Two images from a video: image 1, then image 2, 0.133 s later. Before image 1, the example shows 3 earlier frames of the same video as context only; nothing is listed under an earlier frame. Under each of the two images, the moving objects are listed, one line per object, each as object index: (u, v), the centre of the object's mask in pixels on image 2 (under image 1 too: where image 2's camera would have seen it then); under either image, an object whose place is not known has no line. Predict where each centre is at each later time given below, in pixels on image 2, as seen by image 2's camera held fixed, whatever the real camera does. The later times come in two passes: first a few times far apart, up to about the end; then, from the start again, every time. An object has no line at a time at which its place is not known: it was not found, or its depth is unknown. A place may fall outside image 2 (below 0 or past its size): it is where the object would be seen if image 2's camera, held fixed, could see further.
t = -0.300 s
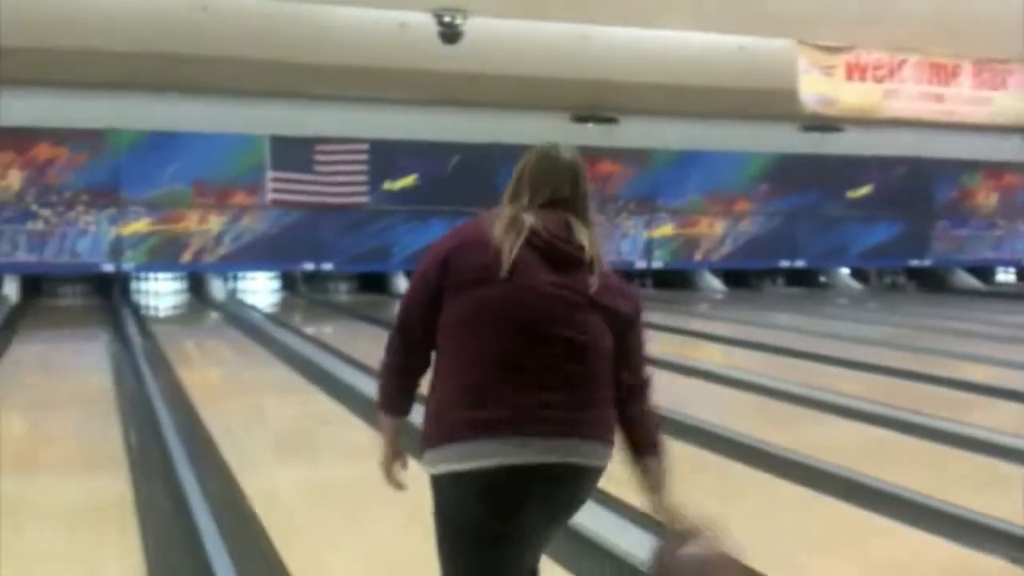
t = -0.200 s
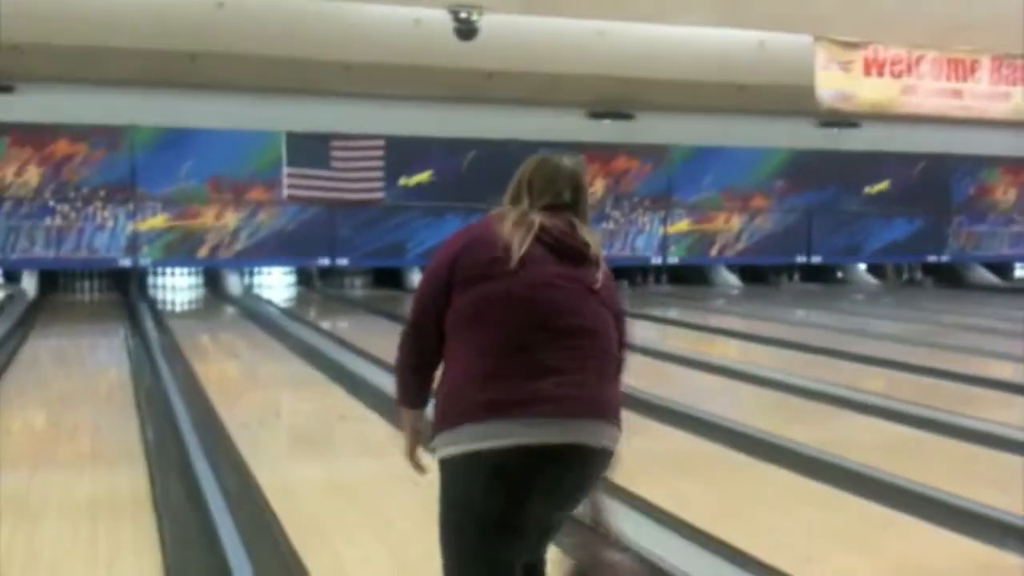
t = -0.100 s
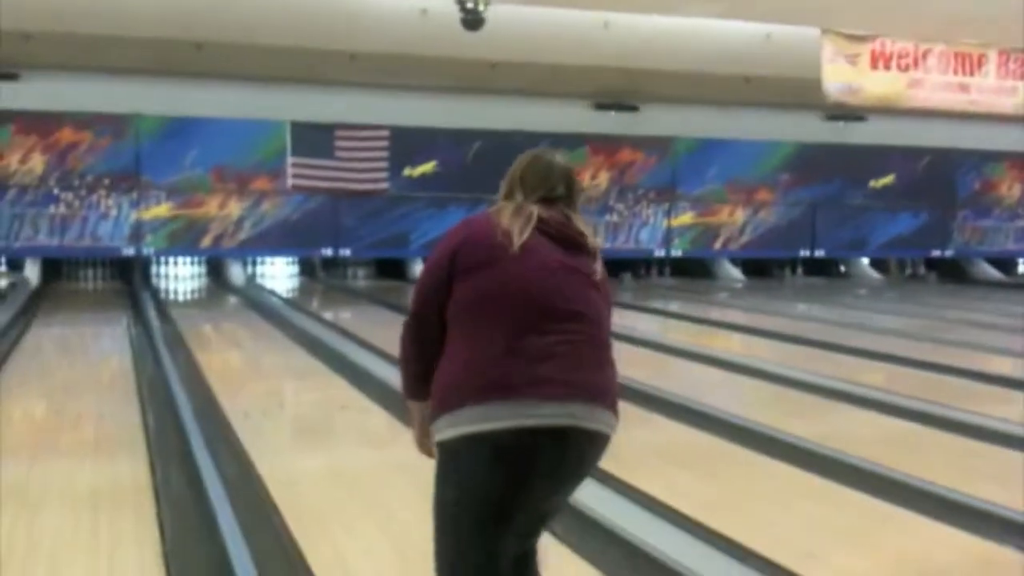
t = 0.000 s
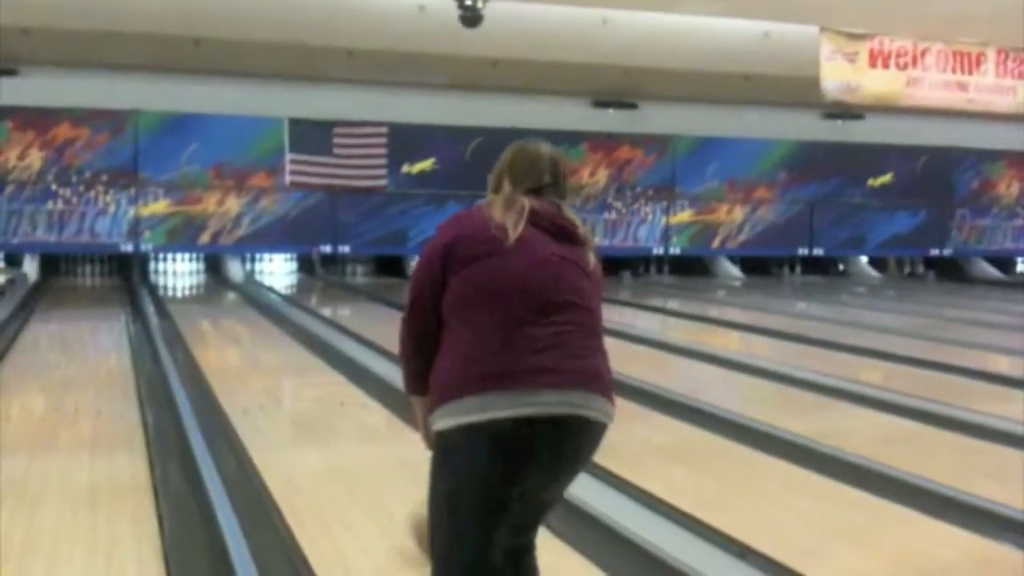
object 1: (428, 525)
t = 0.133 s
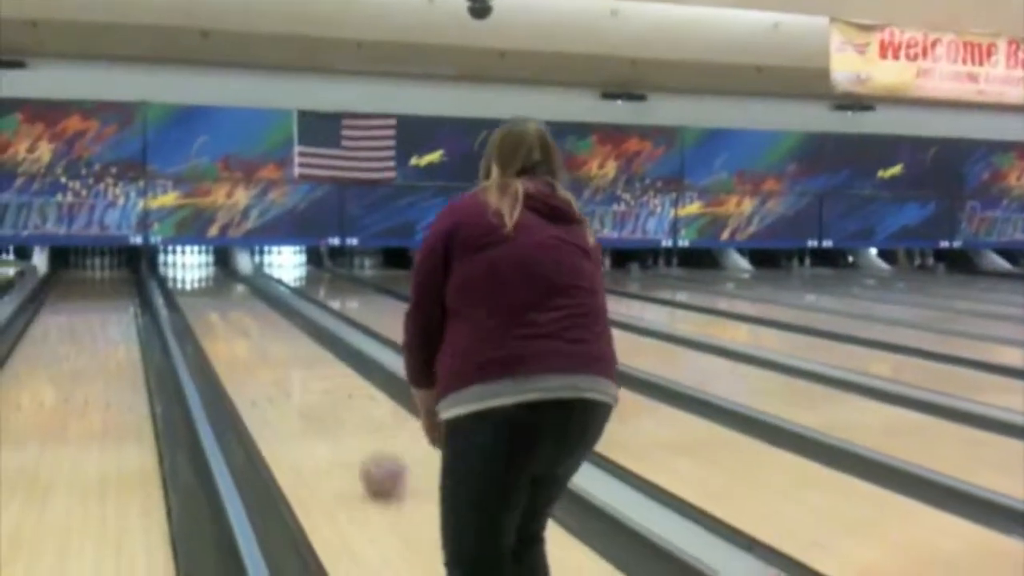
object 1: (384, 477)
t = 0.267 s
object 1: (339, 439)
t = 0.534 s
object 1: (275, 388)
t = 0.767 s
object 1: (238, 360)
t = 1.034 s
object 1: (210, 335)
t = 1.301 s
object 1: (188, 315)
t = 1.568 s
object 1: (171, 305)
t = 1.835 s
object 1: (167, 297)
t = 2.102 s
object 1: (163, 288)
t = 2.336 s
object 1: (161, 285)
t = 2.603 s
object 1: (157, 278)
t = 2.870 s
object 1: (158, 273)
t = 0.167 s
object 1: (371, 466)
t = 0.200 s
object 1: (359, 458)
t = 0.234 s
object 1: (349, 448)
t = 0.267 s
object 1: (339, 439)
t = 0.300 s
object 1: (329, 431)
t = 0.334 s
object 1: (320, 426)
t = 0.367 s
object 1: (311, 418)
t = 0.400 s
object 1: (303, 410)
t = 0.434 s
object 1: (296, 405)
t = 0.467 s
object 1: (288, 399)
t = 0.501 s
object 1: (282, 395)
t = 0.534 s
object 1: (275, 388)
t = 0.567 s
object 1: (272, 386)
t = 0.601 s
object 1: (264, 381)
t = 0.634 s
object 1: (259, 378)
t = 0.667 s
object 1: (252, 373)
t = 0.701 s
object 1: (247, 366)
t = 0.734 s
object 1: (243, 363)
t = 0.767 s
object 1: (238, 360)
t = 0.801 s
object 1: (233, 355)
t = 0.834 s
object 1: (230, 351)
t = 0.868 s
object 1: (226, 348)
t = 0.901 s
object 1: (223, 346)
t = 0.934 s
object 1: (219, 343)
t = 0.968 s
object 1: (215, 339)
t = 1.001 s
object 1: (213, 336)
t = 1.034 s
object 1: (210, 335)
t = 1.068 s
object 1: (207, 332)
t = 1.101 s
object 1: (203, 330)
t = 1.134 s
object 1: (202, 328)
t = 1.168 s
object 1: (200, 326)
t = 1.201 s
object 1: (197, 323)
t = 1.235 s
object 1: (195, 321)
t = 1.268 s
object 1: (192, 319)
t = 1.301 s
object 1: (188, 315)
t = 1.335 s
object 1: (186, 313)
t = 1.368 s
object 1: (183, 311)
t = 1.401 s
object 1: (175, 310)
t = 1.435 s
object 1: (175, 311)
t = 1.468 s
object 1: (173, 309)
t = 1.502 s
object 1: (173, 309)
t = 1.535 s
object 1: (172, 306)
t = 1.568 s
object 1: (171, 305)
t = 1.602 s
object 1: (171, 303)
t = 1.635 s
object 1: (170, 302)
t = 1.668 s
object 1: (170, 301)
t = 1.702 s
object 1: (169, 300)
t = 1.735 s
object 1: (168, 299)
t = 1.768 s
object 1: (168, 298)
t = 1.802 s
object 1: (168, 298)
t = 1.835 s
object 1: (167, 297)
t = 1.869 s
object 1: (166, 296)
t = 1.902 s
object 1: (166, 294)
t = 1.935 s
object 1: (166, 293)
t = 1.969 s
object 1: (165, 292)
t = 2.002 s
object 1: (165, 292)
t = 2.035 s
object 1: (165, 291)
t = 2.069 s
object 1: (163, 289)
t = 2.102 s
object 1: (163, 288)
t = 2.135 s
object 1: (162, 288)
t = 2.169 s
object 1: (162, 288)
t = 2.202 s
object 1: (162, 287)
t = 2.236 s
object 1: (162, 286)
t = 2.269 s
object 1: (162, 286)
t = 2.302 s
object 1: (161, 286)
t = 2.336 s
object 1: (161, 285)
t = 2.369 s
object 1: (161, 286)
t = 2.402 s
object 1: (160, 284)
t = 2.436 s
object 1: (160, 284)
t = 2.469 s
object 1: (160, 282)
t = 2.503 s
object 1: (159, 282)
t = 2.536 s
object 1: (159, 281)
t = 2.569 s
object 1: (159, 279)
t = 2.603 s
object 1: (157, 278)
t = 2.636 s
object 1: (157, 277)
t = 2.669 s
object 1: (157, 278)
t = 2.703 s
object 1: (158, 277)
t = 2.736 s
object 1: (157, 276)
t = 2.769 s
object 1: (158, 275)
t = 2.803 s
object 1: (156, 273)
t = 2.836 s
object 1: (158, 274)
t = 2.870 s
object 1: (158, 273)
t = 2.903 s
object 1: (157, 273)
